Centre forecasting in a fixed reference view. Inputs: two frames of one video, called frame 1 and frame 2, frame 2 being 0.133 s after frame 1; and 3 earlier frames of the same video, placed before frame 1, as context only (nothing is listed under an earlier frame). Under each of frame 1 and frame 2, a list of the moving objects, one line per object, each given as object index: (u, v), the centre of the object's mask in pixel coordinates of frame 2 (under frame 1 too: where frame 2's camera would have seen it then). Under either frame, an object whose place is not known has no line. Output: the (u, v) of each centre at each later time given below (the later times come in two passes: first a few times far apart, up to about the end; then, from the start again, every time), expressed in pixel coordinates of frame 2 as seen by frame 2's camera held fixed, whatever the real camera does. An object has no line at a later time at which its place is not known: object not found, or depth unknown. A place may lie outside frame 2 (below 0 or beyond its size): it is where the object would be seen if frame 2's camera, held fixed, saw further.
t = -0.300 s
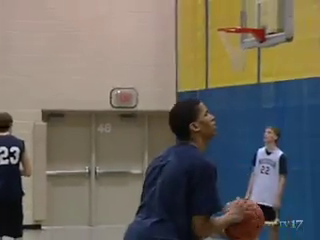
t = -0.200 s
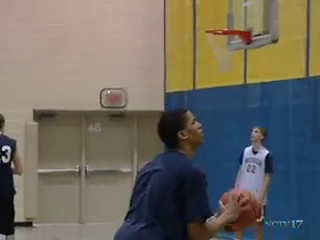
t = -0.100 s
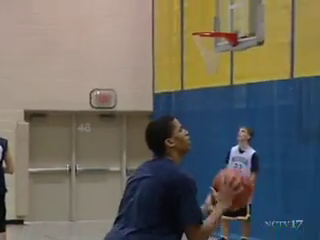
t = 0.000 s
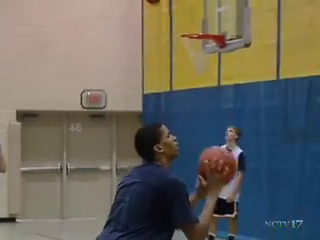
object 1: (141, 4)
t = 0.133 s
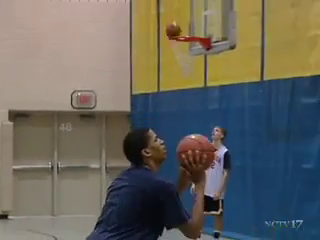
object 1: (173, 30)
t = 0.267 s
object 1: (188, 45)
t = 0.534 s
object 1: (172, 70)
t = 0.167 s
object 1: (179, 35)
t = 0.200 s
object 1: (187, 39)
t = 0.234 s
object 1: (190, 43)
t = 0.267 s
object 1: (188, 45)
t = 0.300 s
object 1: (186, 48)
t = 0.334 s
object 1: (183, 53)
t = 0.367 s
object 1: (181, 57)
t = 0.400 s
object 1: (179, 59)
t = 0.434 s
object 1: (178, 61)
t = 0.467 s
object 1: (175, 64)
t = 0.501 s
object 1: (174, 66)
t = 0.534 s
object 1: (172, 70)
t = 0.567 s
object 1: (170, 75)
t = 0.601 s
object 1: (169, 82)
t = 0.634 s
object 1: (165, 86)
